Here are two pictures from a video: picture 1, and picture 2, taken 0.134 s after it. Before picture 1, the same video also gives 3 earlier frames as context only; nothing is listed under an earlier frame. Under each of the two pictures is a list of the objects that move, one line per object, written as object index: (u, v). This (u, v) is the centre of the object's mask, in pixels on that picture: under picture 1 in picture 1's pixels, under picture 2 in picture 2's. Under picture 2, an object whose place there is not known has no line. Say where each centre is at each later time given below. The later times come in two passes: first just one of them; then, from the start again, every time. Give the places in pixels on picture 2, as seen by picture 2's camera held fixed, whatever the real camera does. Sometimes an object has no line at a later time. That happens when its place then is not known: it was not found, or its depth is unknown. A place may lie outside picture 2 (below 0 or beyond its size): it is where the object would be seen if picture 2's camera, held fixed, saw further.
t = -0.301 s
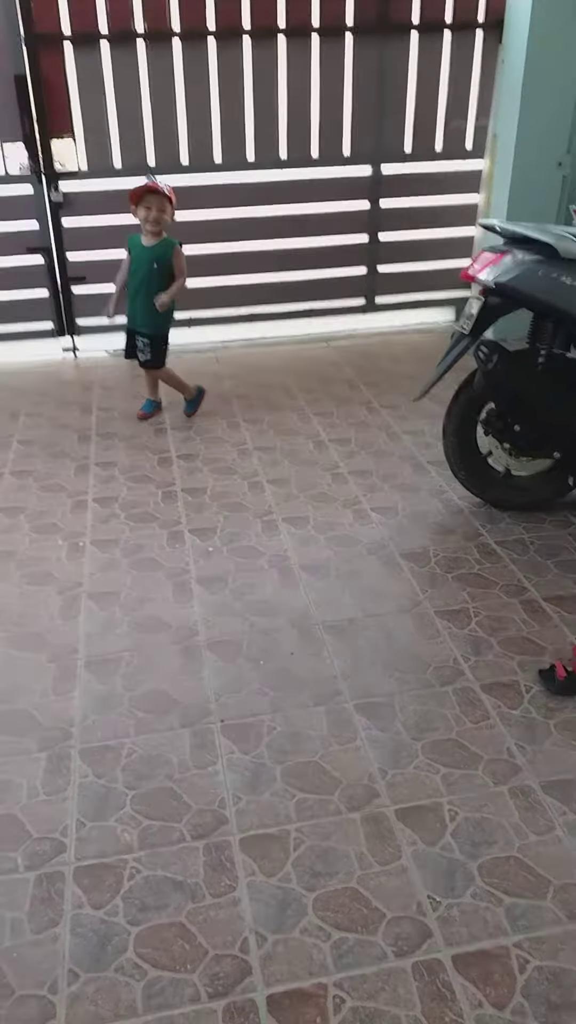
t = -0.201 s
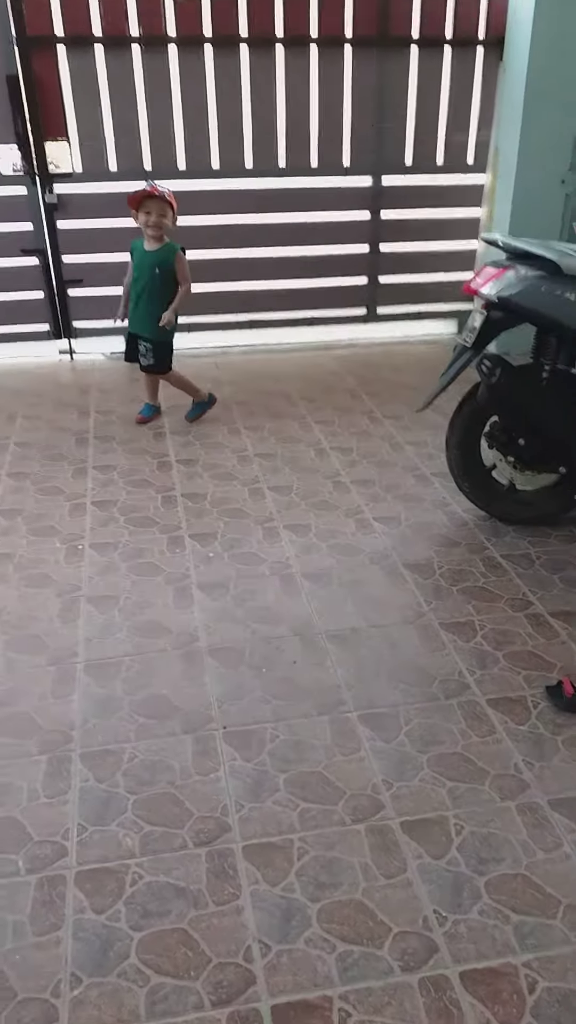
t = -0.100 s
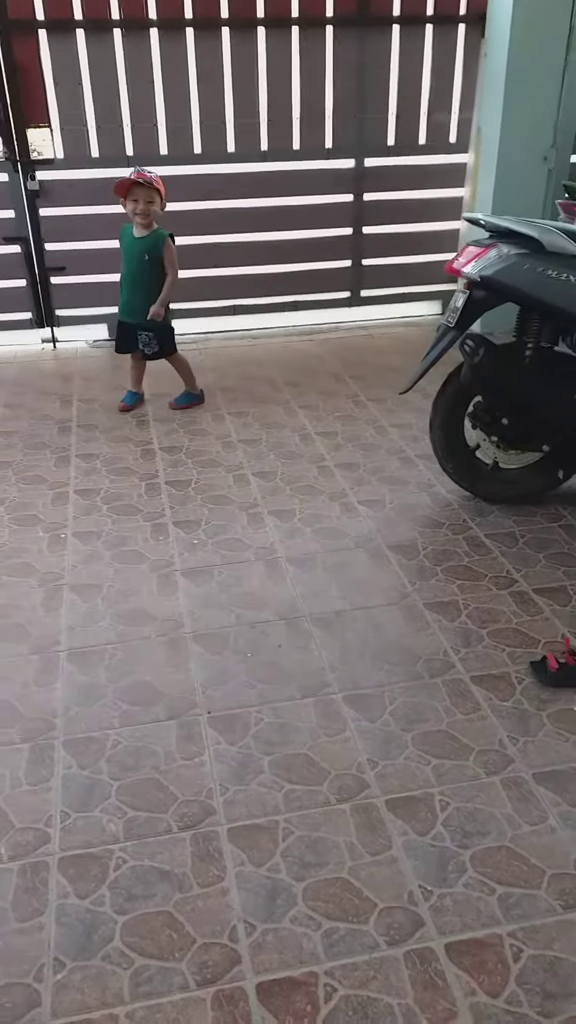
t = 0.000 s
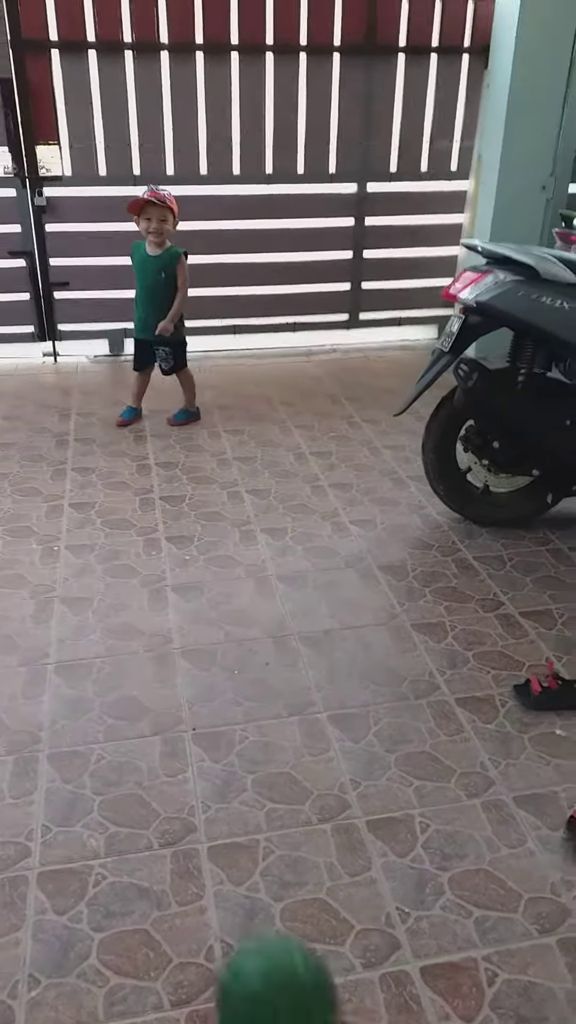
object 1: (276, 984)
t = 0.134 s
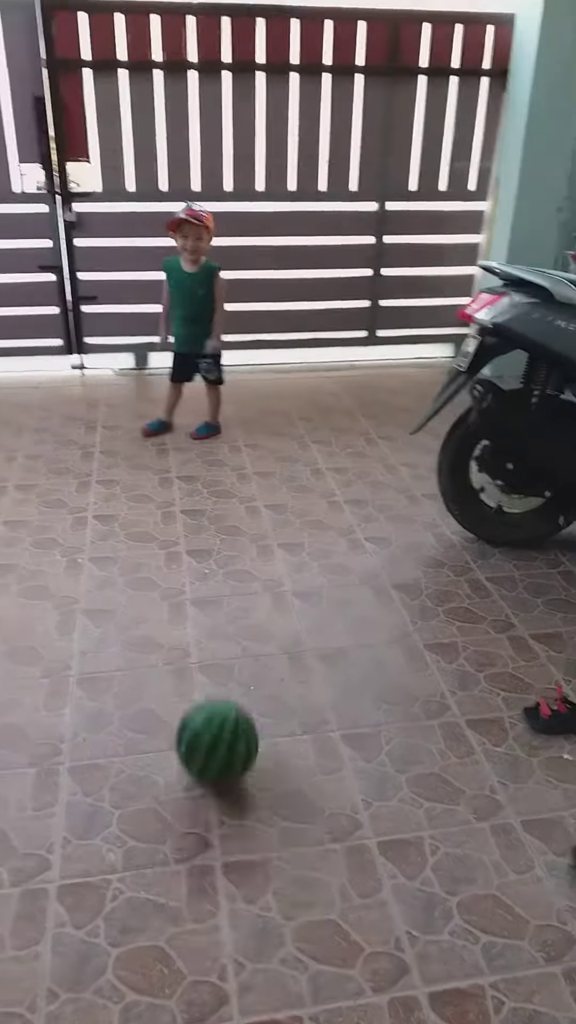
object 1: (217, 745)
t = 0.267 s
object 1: (179, 623)
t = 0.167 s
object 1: (205, 707)
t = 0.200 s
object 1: (194, 673)
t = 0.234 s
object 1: (186, 647)
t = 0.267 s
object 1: (179, 623)
